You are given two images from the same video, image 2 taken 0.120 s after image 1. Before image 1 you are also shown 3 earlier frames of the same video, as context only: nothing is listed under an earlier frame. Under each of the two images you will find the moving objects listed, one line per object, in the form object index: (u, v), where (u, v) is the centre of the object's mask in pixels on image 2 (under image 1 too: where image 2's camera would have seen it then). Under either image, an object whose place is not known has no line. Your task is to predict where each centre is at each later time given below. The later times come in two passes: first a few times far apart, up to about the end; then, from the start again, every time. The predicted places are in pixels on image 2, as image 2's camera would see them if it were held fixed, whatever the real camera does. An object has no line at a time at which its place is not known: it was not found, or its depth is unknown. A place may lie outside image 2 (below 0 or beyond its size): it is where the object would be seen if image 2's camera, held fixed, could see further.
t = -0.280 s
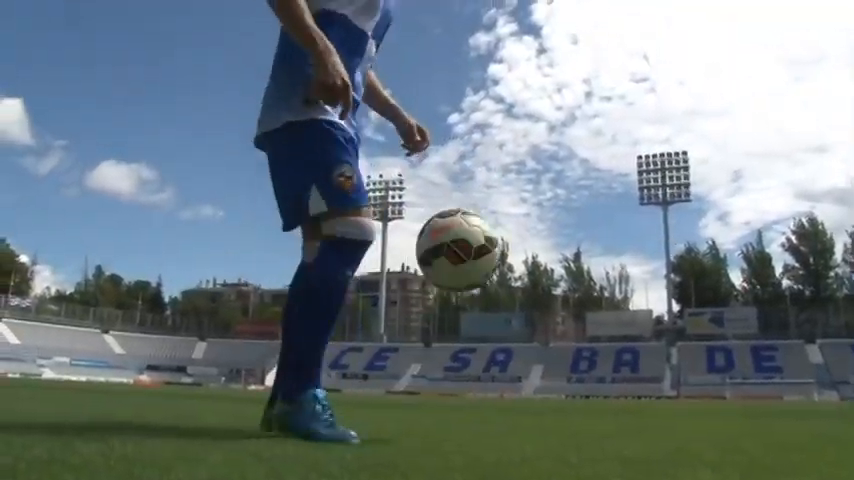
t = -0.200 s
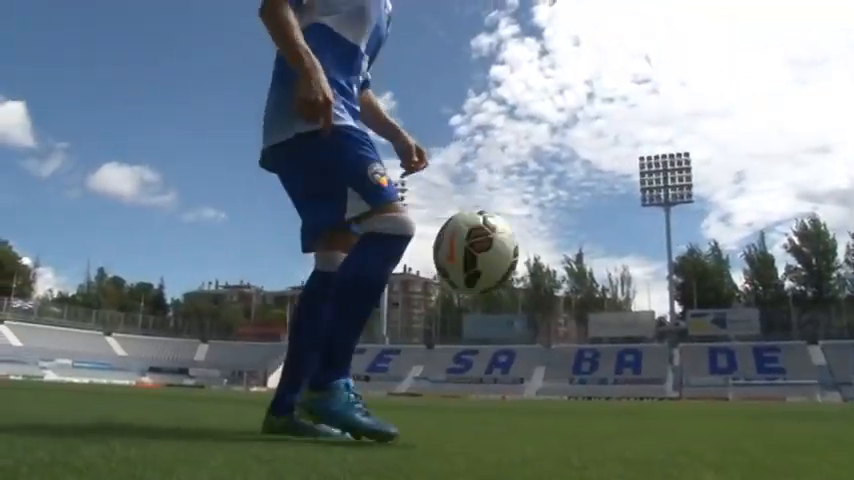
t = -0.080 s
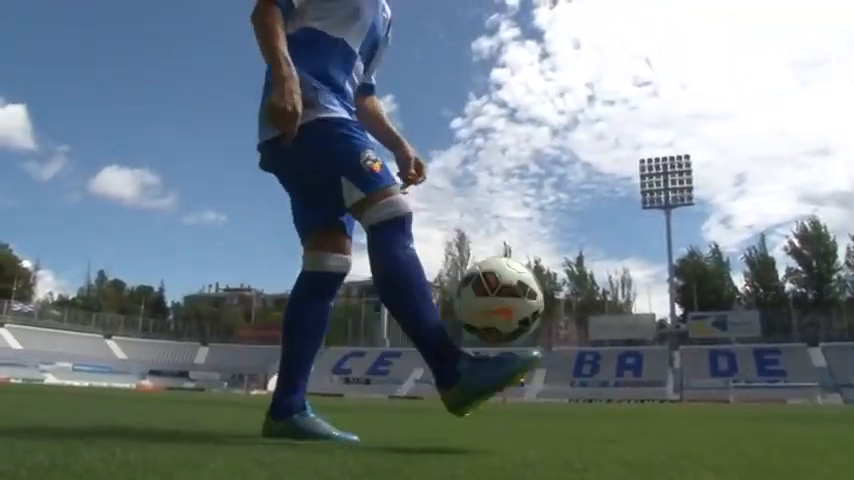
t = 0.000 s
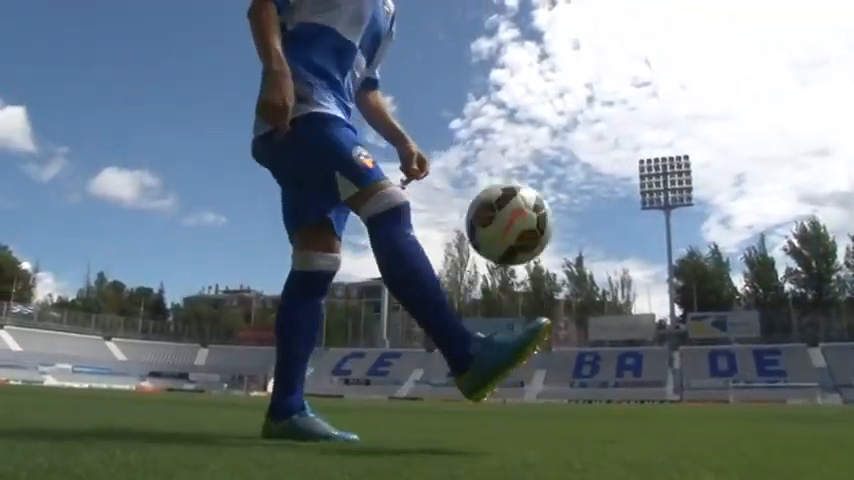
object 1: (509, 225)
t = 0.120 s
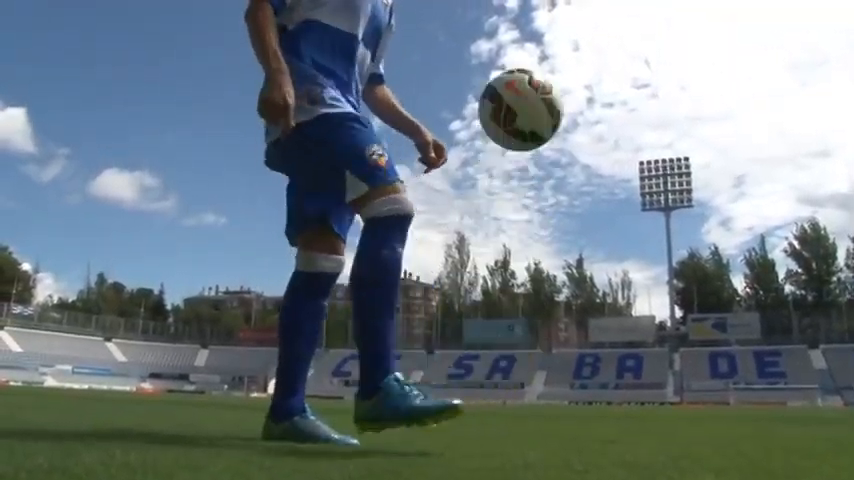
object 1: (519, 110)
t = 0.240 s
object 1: (532, 44)
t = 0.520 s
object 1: (562, 69)
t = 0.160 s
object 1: (524, 83)
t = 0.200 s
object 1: (528, 62)
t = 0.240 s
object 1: (532, 44)
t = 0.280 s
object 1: (536, 34)
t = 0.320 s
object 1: (540, 29)
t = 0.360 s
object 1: (544, 28)
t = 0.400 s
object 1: (548, 29)
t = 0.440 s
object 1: (553, 34)
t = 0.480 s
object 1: (557, 50)
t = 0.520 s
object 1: (562, 69)
